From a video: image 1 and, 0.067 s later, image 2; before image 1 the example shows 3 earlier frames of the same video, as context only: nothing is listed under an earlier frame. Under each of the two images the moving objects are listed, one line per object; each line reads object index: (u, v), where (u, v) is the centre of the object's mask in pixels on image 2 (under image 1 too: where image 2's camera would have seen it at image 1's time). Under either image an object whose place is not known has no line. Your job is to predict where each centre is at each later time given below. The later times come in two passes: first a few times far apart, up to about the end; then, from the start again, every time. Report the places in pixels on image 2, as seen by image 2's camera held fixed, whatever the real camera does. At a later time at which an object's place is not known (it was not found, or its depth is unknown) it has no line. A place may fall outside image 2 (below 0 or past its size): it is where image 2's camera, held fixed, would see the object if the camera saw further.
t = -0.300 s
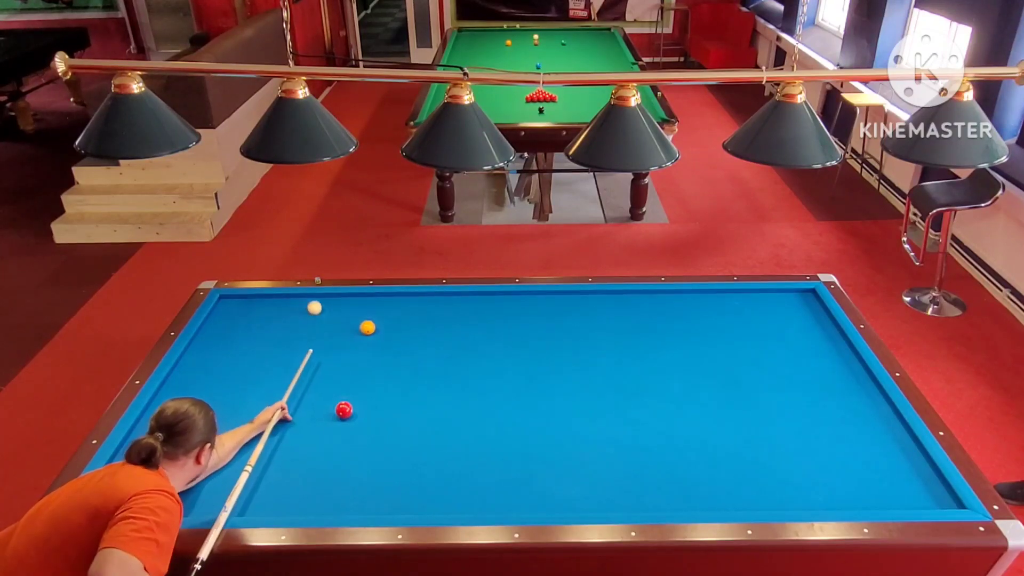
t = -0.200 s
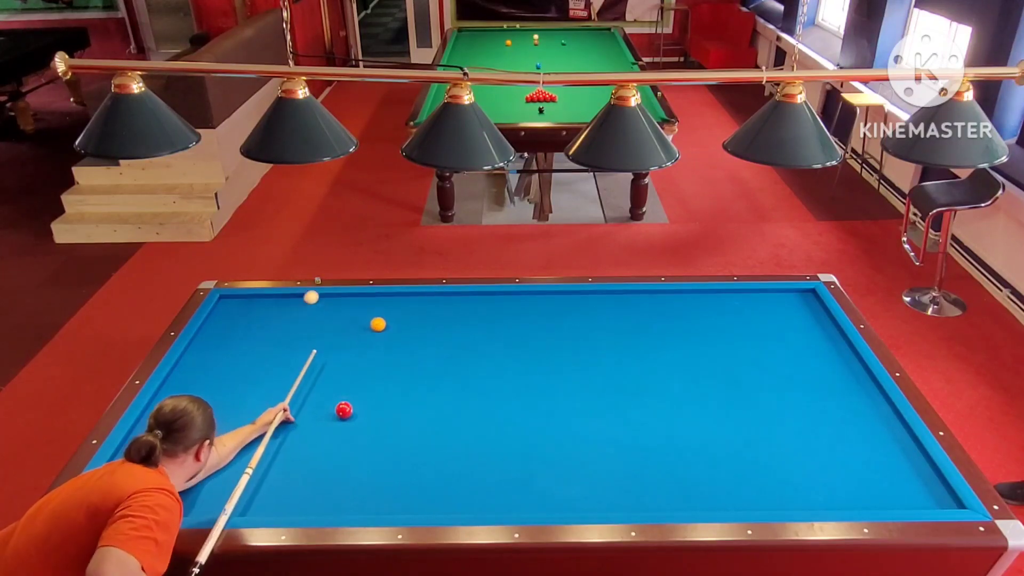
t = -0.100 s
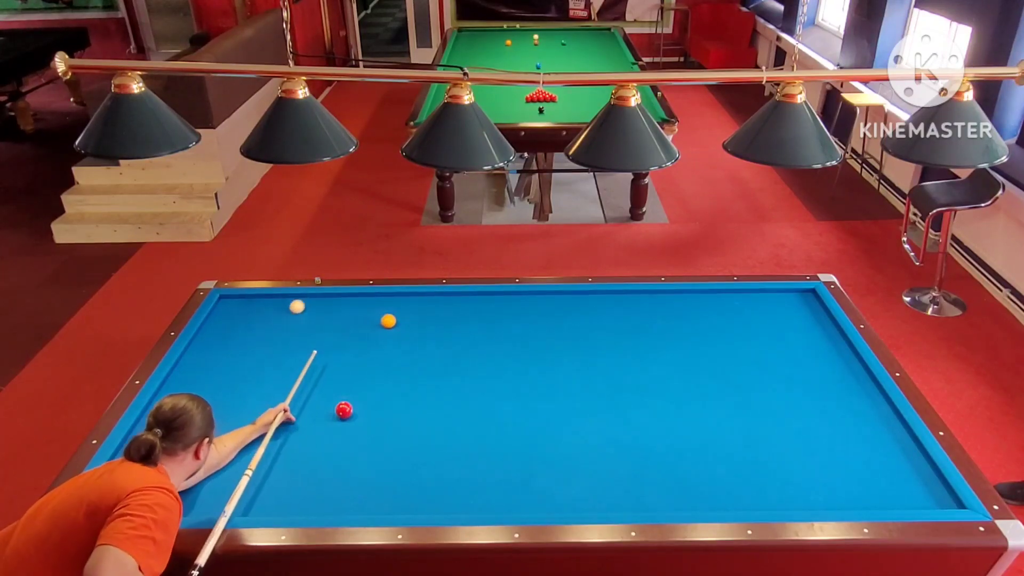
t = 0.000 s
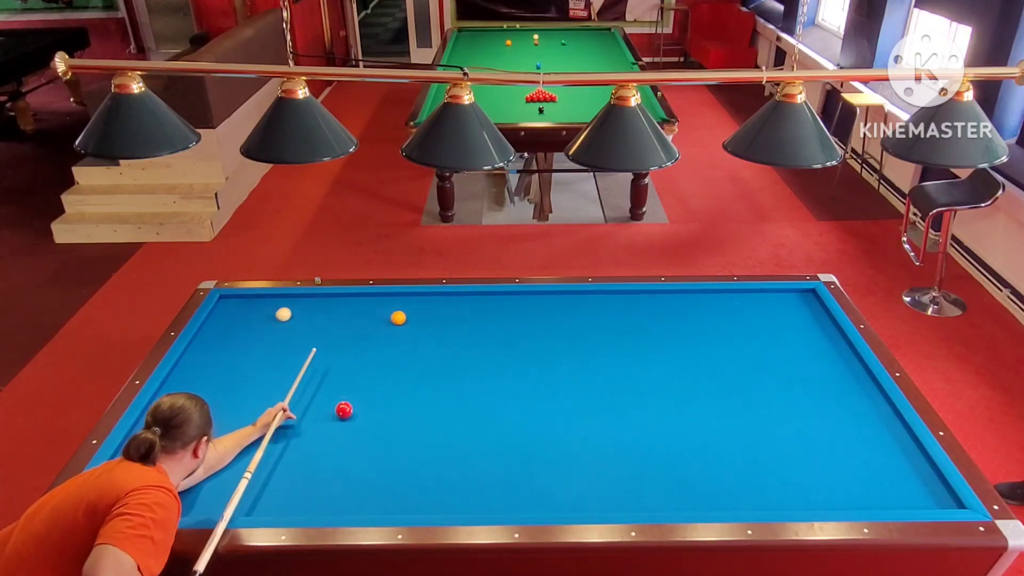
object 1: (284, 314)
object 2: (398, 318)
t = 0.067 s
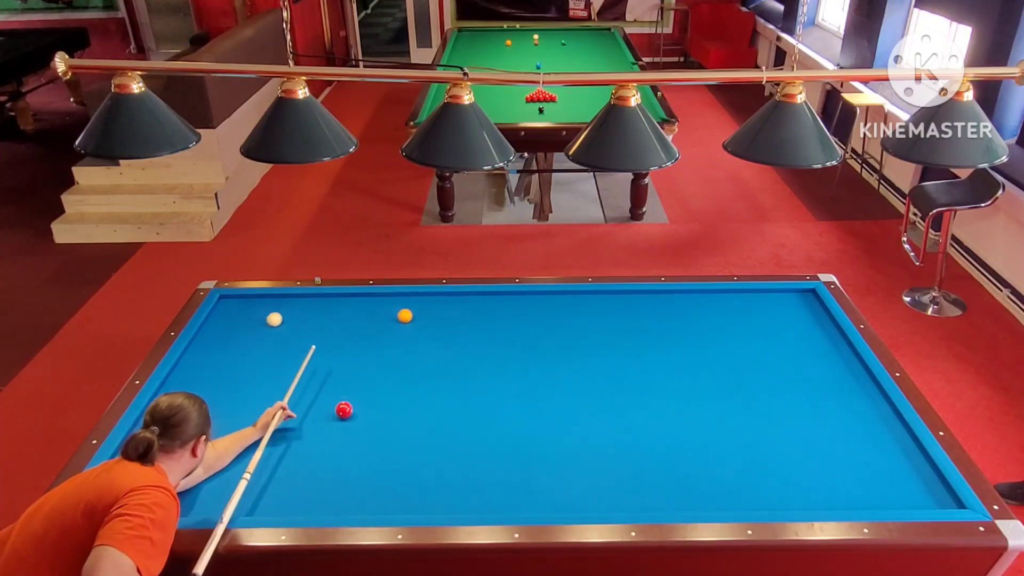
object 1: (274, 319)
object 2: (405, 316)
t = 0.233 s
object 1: (251, 332)
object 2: (421, 311)
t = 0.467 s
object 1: (216, 352)
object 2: (442, 304)
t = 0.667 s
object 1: (184, 370)
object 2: (460, 299)
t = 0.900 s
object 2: (477, 296)
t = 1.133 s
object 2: (491, 299)
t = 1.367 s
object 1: (181, 429)
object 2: (504, 302)
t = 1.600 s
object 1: (181, 450)
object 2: (517, 305)
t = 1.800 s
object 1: (184, 469)
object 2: (528, 307)
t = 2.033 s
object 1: (186, 493)
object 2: (541, 310)
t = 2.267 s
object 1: (194, 509)
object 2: (553, 313)
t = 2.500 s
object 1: (218, 495)
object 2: (565, 315)
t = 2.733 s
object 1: (241, 482)
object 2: (576, 318)
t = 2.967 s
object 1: (262, 469)
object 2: (587, 320)
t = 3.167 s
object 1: (280, 459)
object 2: (597, 322)
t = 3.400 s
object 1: (298, 449)
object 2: (607, 324)
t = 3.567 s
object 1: (311, 441)
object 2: (614, 326)
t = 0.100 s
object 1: (270, 322)
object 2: (408, 315)
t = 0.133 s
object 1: (265, 324)
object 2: (411, 314)
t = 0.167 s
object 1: (260, 327)
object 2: (414, 313)
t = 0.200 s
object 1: (255, 330)
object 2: (418, 312)
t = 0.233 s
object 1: (251, 332)
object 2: (421, 311)
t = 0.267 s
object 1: (246, 335)
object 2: (424, 310)
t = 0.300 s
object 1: (241, 338)
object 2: (427, 309)
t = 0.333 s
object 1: (236, 341)
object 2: (430, 308)
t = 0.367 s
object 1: (231, 343)
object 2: (433, 307)
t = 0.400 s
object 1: (226, 346)
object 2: (436, 306)
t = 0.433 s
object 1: (221, 349)
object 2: (439, 305)
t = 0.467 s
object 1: (216, 352)
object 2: (442, 304)
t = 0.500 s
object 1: (210, 355)
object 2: (445, 303)
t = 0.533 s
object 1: (205, 358)
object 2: (448, 302)
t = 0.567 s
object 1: (200, 361)
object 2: (451, 301)
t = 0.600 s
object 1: (195, 364)
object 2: (454, 300)
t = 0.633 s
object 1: (189, 367)
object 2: (457, 299)
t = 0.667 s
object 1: (184, 370)
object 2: (460, 299)
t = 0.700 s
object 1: (178, 373)
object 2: (463, 298)
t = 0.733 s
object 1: (173, 375)
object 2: (466, 297)
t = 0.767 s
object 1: (173, 377)
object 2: (469, 296)
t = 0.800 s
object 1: (174, 377)
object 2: (471, 295)
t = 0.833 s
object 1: (174, 378)
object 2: (473, 295)
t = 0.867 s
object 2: (475, 296)
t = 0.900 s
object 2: (477, 296)
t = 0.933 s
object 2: (479, 297)
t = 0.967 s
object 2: (481, 297)
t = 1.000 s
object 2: (483, 298)
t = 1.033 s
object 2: (485, 298)
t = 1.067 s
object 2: (487, 299)
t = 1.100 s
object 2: (489, 299)
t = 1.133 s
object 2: (491, 299)
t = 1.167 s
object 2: (493, 300)
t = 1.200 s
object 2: (495, 300)
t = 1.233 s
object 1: (184, 419)
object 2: (497, 300)
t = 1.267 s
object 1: (183, 422)
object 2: (499, 301)
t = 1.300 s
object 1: (182, 424)
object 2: (501, 301)
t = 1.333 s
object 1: (181, 426)
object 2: (502, 302)
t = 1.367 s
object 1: (181, 429)
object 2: (504, 302)
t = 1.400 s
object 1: (180, 432)
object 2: (506, 303)
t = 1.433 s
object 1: (180, 435)
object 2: (508, 303)
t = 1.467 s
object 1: (180, 438)
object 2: (510, 303)
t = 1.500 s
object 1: (180, 441)
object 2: (512, 304)
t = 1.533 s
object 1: (181, 444)
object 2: (514, 304)
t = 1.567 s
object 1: (181, 447)
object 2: (516, 305)
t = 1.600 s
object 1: (181, 450)
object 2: (517, 305)
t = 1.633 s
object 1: (182, 453)
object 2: (519, 305)
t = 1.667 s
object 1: (182, 456)
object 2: (521, 306)
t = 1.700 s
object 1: (183, 459)
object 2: (523, 306)
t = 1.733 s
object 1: (183, 463)
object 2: (525, 307)
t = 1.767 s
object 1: (183, 466)
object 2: (526, 307)
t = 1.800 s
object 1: (184, 469)
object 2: (528, 307)
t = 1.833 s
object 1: (184, 472)
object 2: (530, 308)
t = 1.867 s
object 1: (184, 476)
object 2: (532, 308)
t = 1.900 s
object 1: (185, 479)
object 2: (534, 309)
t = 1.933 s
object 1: (185, 482)
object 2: (535, 309)
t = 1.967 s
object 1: (185, 486)
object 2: (537, 309)
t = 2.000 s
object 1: (186, 489)
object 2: (539, 309)
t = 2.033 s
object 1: (186, 493)
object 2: (541, 310)
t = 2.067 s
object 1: (186, 496)
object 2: (542, 310)
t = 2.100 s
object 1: (187, 499)
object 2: (544, 311)
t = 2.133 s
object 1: (187, 503)
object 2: (546, 311)
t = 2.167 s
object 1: (188, 507)
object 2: (548, 311)
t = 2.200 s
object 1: (188, 509)
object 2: (549, 312)
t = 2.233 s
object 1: (190, 510)
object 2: (551, 312)
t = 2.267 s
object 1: (194, 509)
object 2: (553, 313)
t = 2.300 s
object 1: (197, 507)
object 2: (555, 313)
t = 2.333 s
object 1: (201, 505)
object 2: (556, 313)
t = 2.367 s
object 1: (205, 503)
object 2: (558, 314)
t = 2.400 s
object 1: (208, 501)
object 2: (560, 314)
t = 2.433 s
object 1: (211, 499)
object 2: (561, 314)
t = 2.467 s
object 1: (215, 497)
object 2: (563, 315)
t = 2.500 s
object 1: (218, 495)
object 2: (565, 315)
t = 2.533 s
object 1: (222, 493)
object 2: (566, 315)
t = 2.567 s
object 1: (225, 491)
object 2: (568, 316)
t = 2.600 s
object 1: (228, 489)
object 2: (570, 316)
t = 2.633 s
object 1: (232, 487)
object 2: (571, 316)
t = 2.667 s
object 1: (235, 485)
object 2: (573, 317)
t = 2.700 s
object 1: (238, 484)
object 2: (575, 317)
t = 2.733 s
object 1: (241, 482)
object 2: (576, 318)
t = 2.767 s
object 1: (244, 480)
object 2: (578, 318)
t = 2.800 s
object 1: (247, 478)
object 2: (579, 318)
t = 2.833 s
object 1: (251, 476)
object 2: (581, 319)
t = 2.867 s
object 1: (254, 475)
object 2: (583, 319)
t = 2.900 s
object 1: (257, 473)
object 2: (584, 319)
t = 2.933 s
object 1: (259, 471)
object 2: (586, 320)
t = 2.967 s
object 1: (262, 469)
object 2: (587, 320)
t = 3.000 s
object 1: (265, 468)
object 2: (589, 320)
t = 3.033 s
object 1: (268, 466)
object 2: (590, 321)
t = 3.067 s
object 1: (271, 464)
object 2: (592, 321)
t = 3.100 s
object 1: (274, 463)
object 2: (594, 321)
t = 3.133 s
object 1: (277, 461)
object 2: (595, 321)
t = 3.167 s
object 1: (280, 459)
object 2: (597, 322)
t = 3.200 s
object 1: (282, 458)
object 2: (598, 322)
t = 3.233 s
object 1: (285, 456)
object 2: (600, 322)
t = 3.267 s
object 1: (288, 455)
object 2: (601, 323)
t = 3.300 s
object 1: (290, 453)
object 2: (603, 323)
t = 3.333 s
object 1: (293, 452)
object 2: (604, 324)
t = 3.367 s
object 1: (296, 450)
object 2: (606, 324)
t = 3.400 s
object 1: (298, 449)
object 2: (607, 324)
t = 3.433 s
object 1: (301, 447)
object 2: (608, 325)
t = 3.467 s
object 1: (303, 446)
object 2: (610, 325)
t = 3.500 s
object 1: (306, 444)
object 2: (611, 325)
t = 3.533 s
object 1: (308, 443)
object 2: (613, 325)
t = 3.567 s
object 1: (311, 441)
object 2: (614, 326)
